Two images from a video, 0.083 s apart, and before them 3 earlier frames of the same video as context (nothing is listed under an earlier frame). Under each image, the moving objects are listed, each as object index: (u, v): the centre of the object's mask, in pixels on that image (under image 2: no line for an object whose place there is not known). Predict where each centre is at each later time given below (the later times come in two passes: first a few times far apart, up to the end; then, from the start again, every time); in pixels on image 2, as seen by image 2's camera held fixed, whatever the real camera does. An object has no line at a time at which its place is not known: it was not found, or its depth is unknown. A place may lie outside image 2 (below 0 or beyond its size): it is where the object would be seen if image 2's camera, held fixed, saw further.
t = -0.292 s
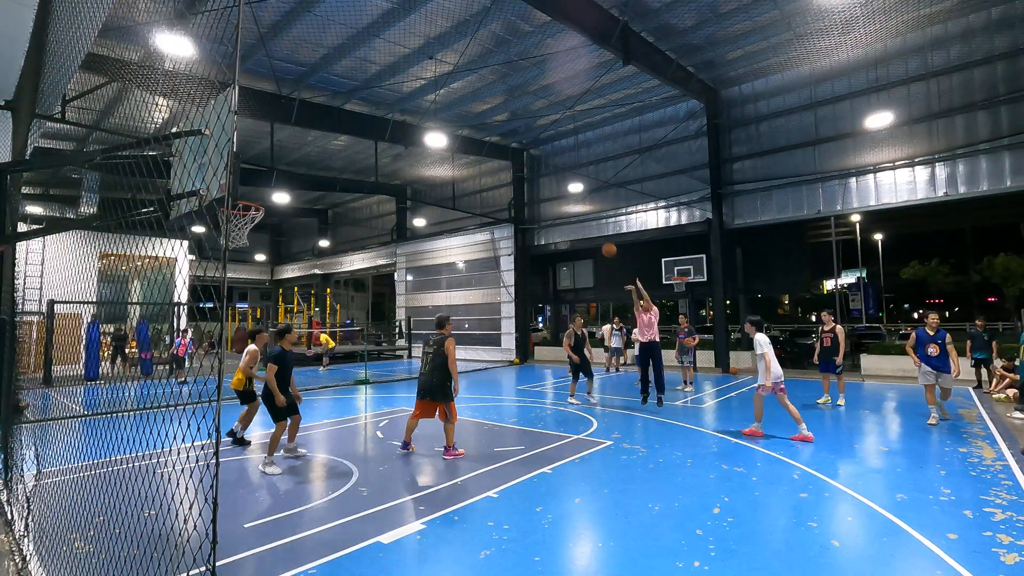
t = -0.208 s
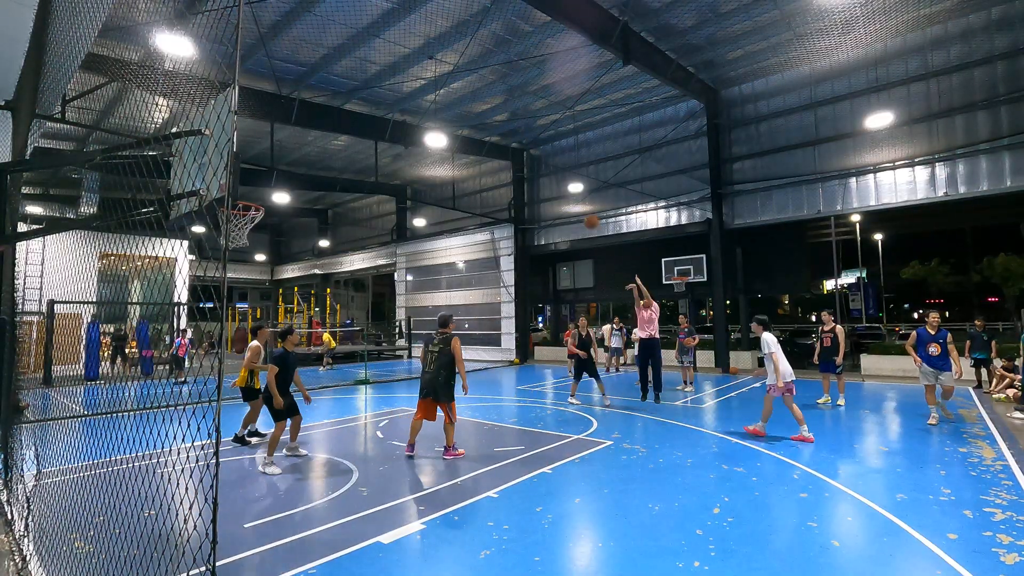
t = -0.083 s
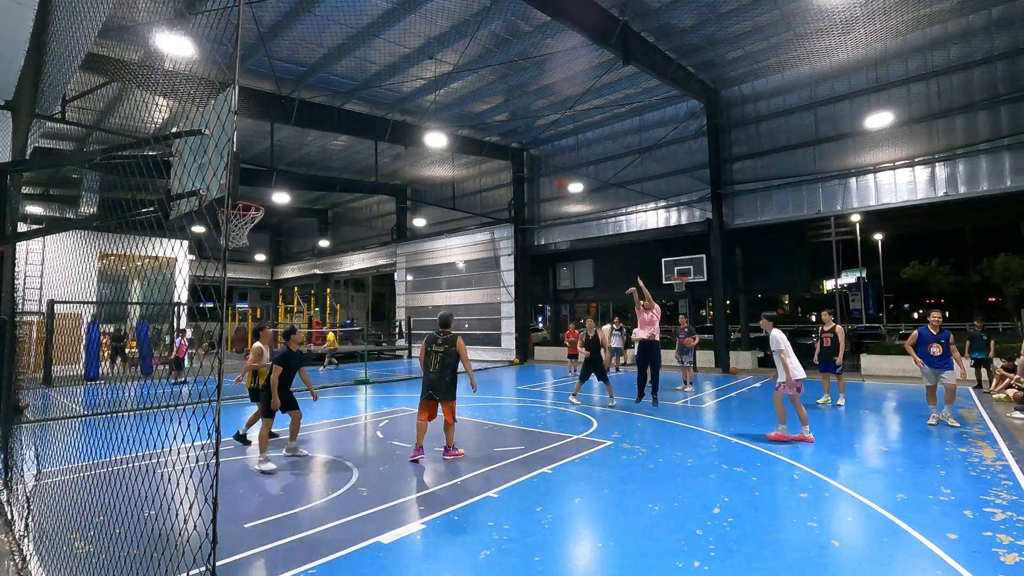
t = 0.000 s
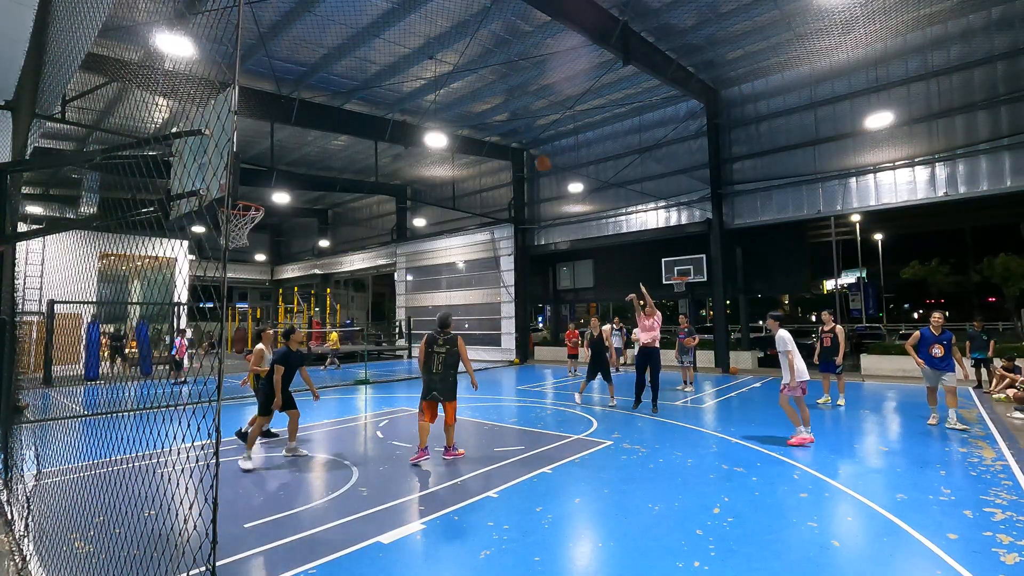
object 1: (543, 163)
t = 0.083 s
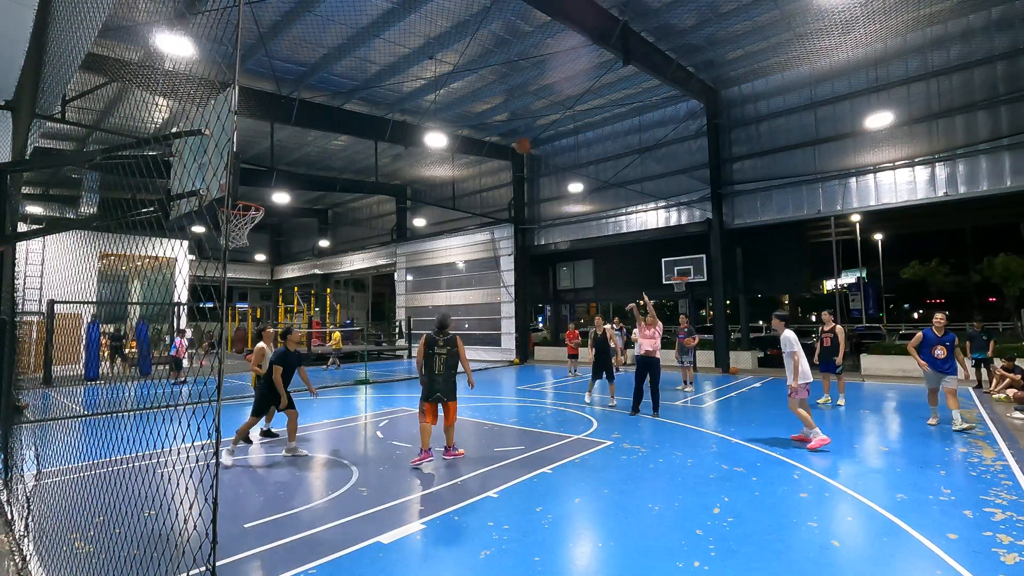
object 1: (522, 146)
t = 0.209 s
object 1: (489, 125)
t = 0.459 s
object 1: (416, 111)
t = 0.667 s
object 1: (341, 135)
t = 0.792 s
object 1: (290, 169)
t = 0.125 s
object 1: (511, 138)
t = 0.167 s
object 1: (500, 131)
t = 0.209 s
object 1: (489, 125)
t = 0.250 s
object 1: (478, 120)
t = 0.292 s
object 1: (466, 117)
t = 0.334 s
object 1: (453, 114)
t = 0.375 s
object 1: (441, 111)
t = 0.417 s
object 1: (428, 111)
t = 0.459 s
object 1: (416, 111)
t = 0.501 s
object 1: (401, 115)
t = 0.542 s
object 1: (387, 117)
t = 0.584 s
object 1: (372, 121)
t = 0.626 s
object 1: (357, 127)
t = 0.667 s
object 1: (341, 135)
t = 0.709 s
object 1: (325, 145)
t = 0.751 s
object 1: (308, 157)
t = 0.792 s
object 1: (290, 169)
